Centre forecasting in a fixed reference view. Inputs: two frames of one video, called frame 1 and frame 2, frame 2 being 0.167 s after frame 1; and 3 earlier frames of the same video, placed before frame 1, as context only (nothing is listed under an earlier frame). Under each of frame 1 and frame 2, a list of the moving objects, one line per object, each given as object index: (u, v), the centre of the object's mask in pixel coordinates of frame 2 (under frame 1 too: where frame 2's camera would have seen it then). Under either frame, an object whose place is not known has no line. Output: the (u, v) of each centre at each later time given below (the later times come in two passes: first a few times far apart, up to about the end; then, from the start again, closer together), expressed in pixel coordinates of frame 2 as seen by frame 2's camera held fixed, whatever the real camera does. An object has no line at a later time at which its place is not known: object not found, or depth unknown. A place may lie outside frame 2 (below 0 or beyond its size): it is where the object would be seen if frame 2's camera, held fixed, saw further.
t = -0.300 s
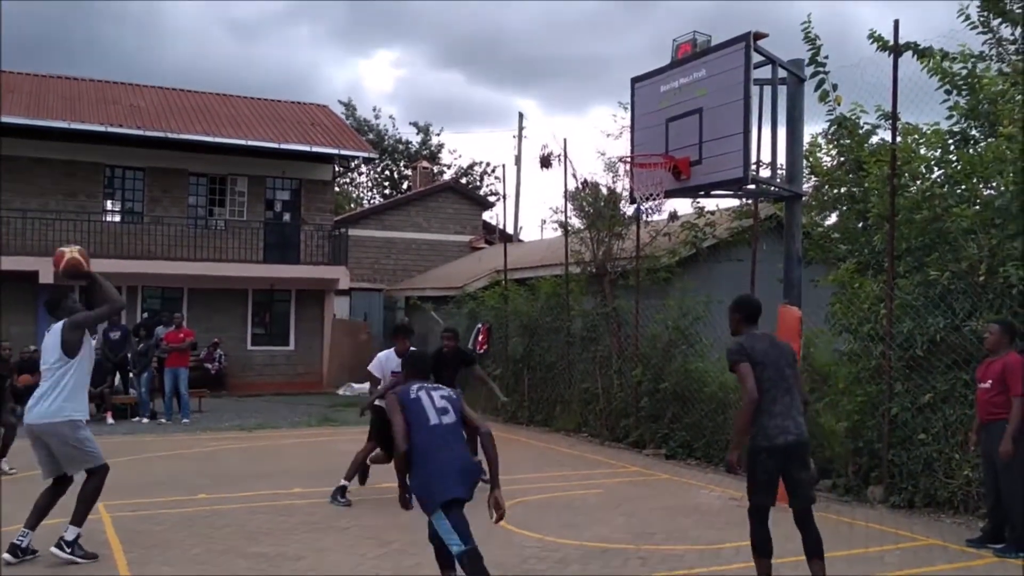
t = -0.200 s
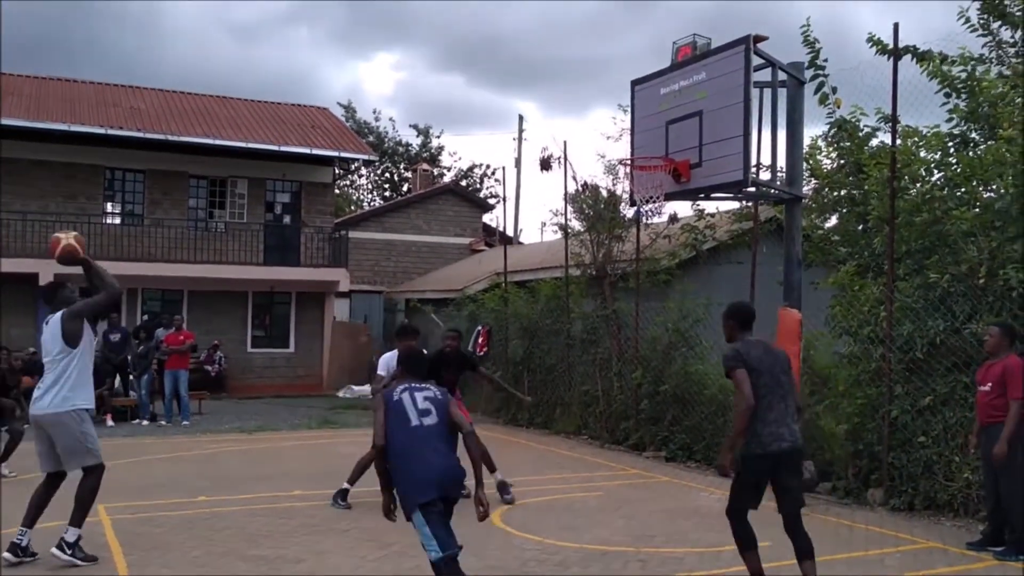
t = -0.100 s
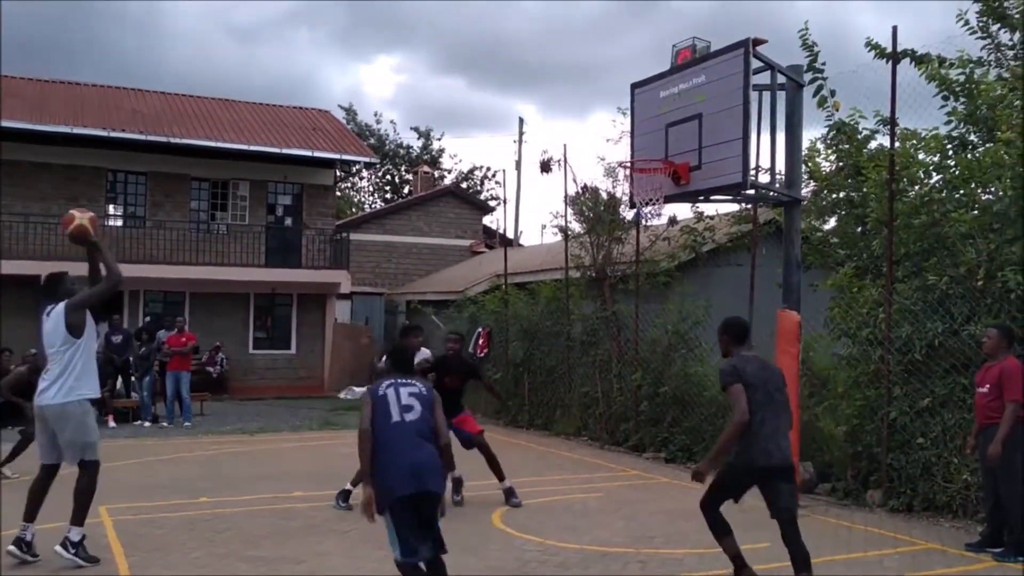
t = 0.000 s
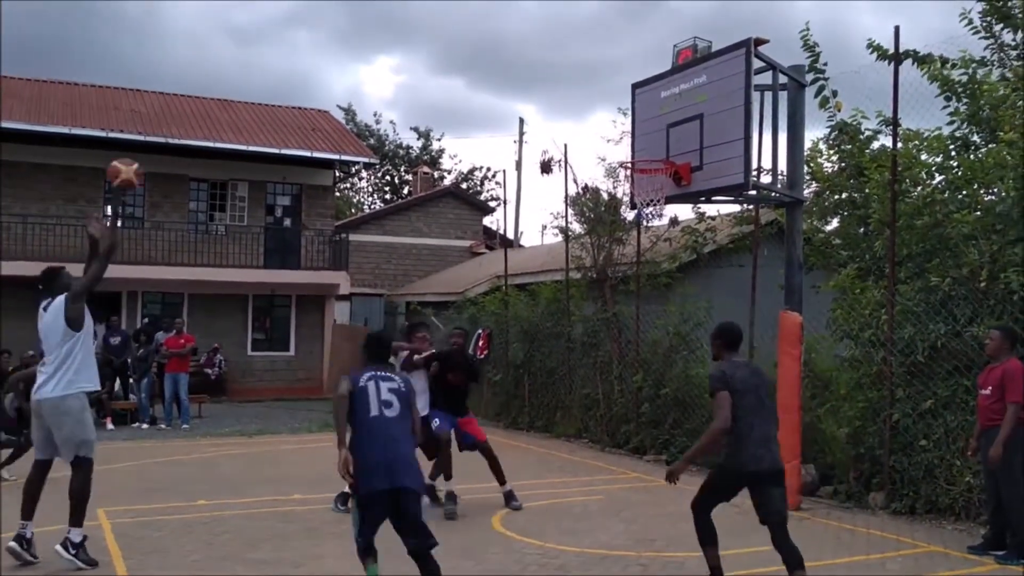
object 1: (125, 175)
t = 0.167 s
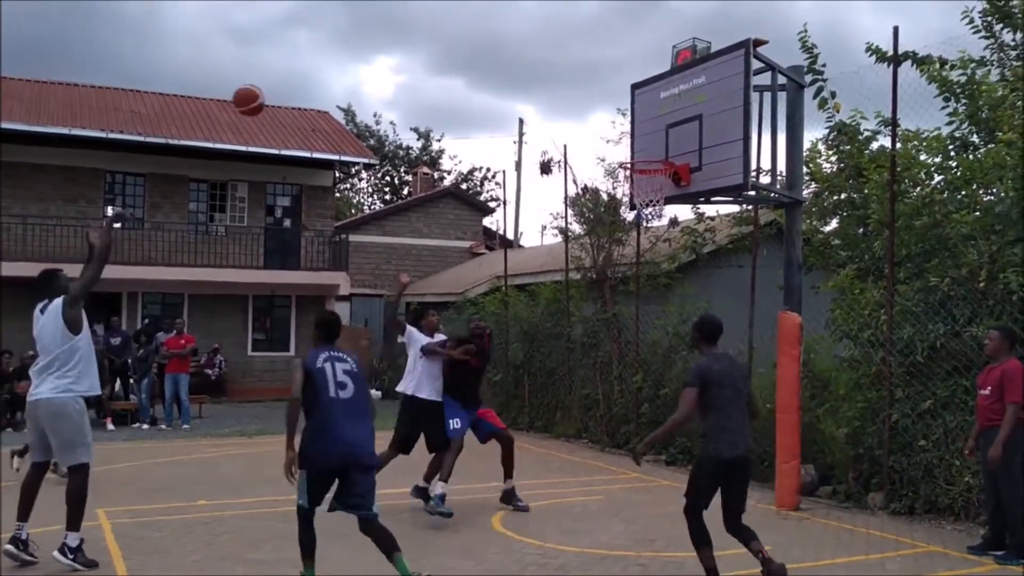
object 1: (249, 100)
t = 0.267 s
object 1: (317, 74)
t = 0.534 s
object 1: (482, 70)
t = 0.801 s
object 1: (626, 146)
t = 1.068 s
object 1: (631, 149)
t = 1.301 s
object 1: (627, 151)
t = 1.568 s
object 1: (633, 155)
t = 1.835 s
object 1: (650, 200)
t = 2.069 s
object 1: (659, 269)
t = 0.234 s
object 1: (295, 82)
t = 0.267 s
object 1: (317, 74)
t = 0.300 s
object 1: (340, 69)
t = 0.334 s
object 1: (361, 65)
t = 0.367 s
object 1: (382, 63)
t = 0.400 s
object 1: (403, 61)
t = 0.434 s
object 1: (423, 62)
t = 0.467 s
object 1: (444, 64)
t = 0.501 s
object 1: (463, 66)
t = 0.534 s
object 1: (482, 70)
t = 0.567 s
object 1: (502, 76)
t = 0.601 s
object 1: (520, 83)
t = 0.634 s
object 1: (539, 90)
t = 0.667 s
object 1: (557, 99)
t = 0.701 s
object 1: (574, 110)
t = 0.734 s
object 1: (592, 120)
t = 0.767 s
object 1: (610, 133)
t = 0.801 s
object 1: (626, 146)
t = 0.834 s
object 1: (639, 153)
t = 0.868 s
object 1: (650, 157)
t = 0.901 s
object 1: (662, 162)
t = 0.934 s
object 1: (653, 158)
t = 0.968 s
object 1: (644, 157)
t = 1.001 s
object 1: (634, 158)
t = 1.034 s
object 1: (632, 154)
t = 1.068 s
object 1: (631, 149)
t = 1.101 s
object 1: (631, 147)
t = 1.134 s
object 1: (630, 145)
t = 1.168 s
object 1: (629, 145)
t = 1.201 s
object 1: (629, 146)
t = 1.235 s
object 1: (628, 148)
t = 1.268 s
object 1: (627, 150)
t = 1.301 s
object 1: (627, 151)
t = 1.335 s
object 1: (627, 151)
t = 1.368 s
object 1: (627, 151)
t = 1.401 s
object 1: (628, 150)
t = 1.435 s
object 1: (628, 151)
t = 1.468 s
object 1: (628, 151)
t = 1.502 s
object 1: (630, 152)
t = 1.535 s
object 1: (631, 154)
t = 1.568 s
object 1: (633, 155)
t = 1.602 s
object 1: (635, 157)
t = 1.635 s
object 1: (637, 160)
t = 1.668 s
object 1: (639, 164)
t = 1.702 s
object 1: (641, 170)
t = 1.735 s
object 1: (642, 177)
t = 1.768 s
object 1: (644, 185)
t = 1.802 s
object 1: (645, 192)
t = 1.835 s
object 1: (650, 200)
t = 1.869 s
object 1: (653, 207)
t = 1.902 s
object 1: (653, 217)
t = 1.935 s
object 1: (655, 225)
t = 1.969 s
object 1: (656, 234)
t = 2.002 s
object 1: (657, 245)
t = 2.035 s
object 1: (657, 255)
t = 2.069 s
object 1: (659, 269)
